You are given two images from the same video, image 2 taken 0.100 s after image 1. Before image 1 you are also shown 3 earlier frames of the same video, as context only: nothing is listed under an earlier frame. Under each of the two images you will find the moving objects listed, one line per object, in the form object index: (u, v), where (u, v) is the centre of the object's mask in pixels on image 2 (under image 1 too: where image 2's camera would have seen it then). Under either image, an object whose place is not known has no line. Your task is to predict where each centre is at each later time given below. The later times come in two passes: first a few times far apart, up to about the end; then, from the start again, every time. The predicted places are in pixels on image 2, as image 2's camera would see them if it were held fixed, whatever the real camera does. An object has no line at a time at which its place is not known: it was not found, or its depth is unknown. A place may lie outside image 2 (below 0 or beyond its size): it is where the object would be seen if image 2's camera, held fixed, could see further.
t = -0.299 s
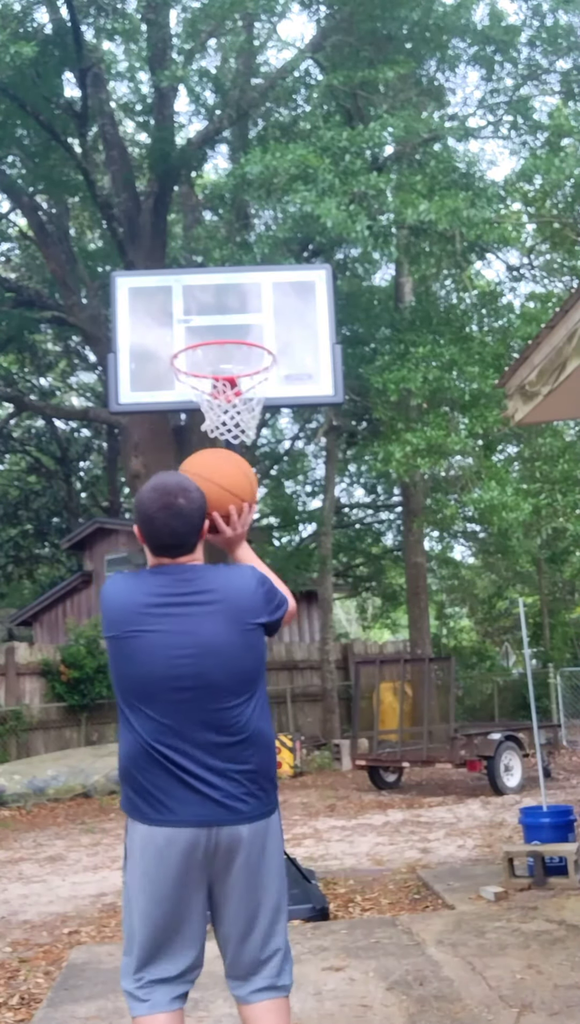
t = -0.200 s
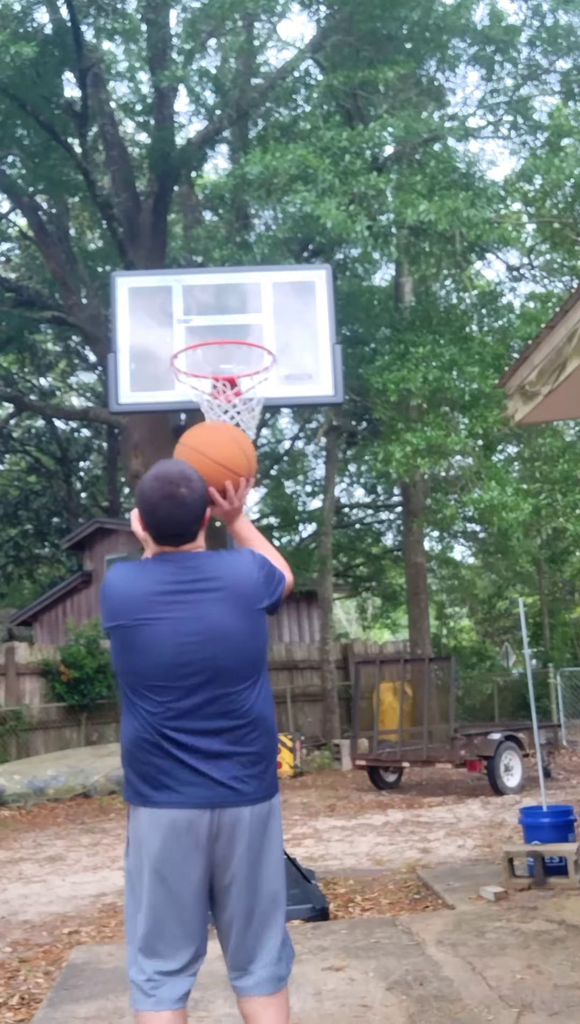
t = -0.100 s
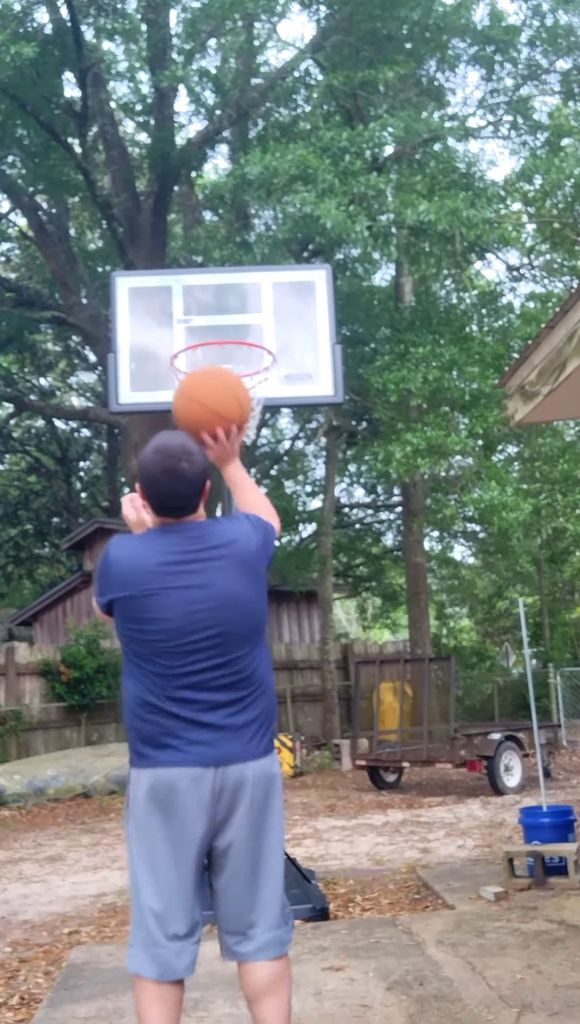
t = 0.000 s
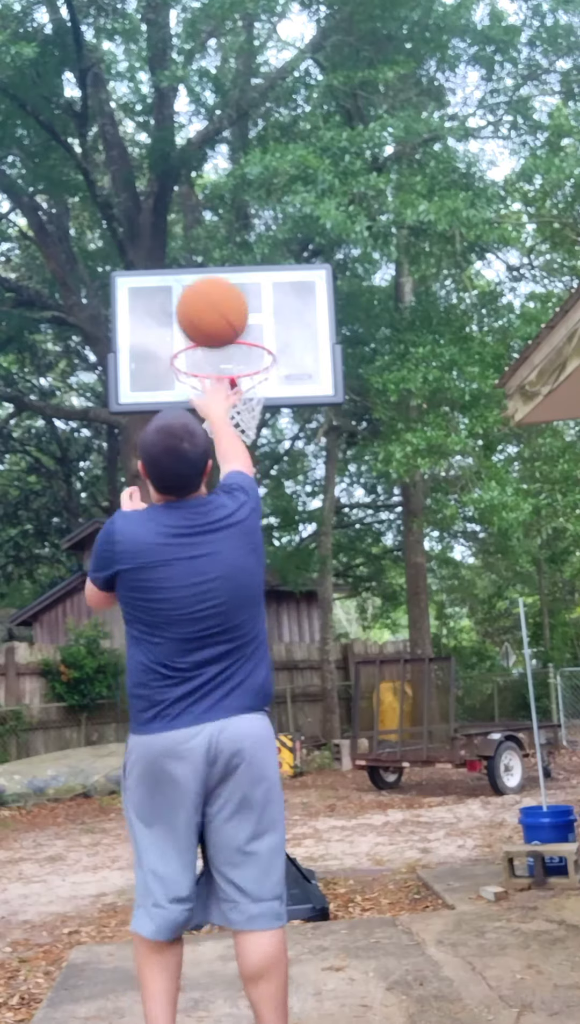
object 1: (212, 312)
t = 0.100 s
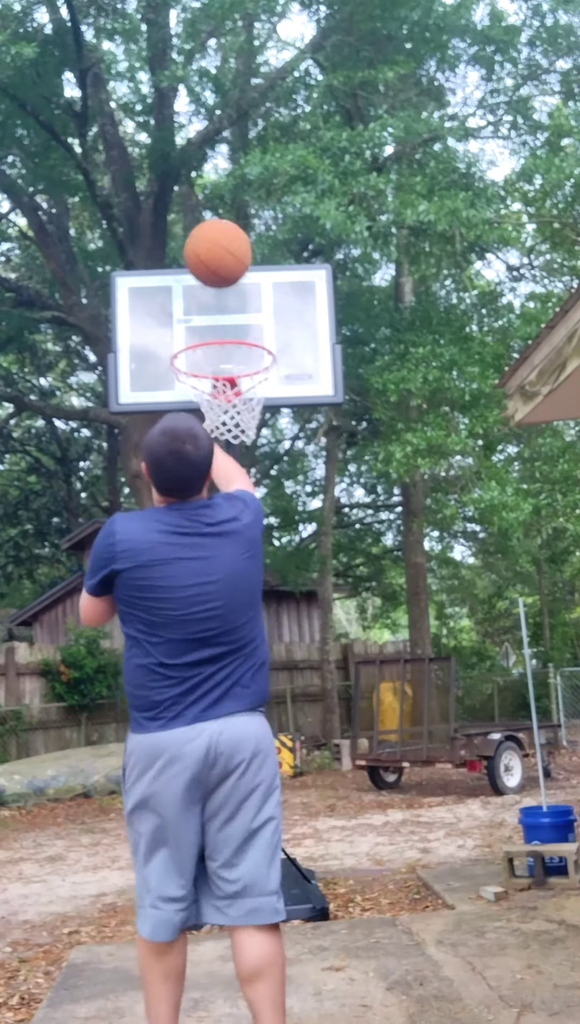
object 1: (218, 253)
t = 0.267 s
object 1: (229, 225)
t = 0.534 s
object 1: (247, 300)
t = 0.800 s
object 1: (222, 343)
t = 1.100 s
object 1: (219, 363)
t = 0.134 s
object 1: (220, 241)
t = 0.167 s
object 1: (222, 233)
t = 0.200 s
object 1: (224, 228)
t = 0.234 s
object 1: (227, 225)
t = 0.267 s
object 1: (229, 225)
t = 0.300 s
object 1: (231, 227)
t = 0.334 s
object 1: (233, 232)
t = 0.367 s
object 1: (235, 238)
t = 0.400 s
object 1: (238, 247)
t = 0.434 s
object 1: (240, 257)
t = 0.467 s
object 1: (242, 268)
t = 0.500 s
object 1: (244, 283)
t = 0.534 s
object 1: (247, 300)
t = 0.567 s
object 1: (249, 318)
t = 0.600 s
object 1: (251, 323)
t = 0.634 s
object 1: (251, 332)
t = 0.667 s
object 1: (253, 341)
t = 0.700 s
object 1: (246, 344)
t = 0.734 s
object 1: (238, 343)
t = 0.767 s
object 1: (229, 344)
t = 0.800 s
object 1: (222, 343)
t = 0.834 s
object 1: (214, 342)
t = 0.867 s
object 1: (207, 344)
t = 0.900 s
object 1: (200, 347)
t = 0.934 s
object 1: (196, 350)
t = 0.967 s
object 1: (201, 348)
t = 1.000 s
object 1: (205, 350)
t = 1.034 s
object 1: (209, 352)
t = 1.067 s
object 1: (214, 358)
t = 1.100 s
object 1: (219, 363)
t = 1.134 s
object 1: (224, 371)
